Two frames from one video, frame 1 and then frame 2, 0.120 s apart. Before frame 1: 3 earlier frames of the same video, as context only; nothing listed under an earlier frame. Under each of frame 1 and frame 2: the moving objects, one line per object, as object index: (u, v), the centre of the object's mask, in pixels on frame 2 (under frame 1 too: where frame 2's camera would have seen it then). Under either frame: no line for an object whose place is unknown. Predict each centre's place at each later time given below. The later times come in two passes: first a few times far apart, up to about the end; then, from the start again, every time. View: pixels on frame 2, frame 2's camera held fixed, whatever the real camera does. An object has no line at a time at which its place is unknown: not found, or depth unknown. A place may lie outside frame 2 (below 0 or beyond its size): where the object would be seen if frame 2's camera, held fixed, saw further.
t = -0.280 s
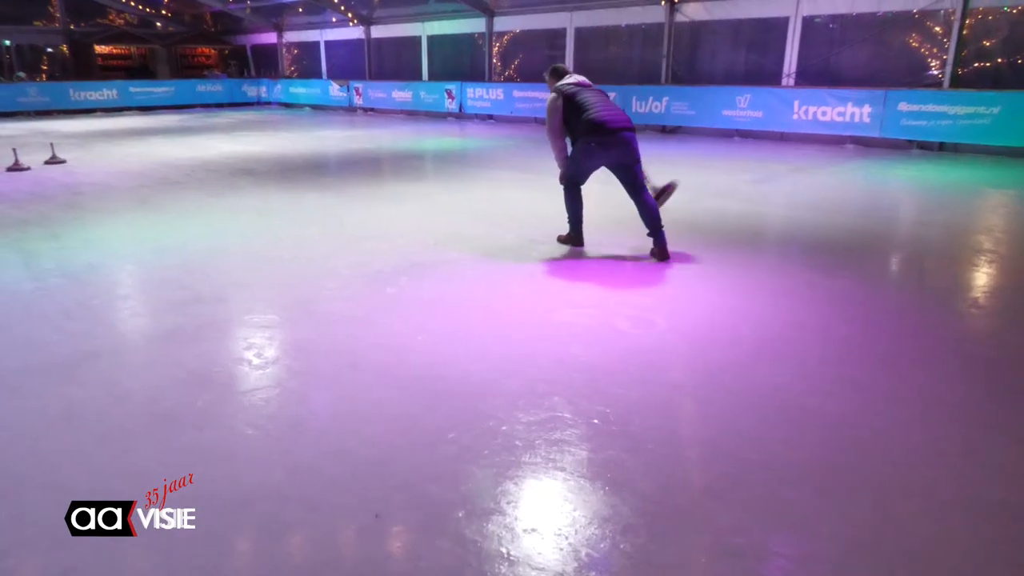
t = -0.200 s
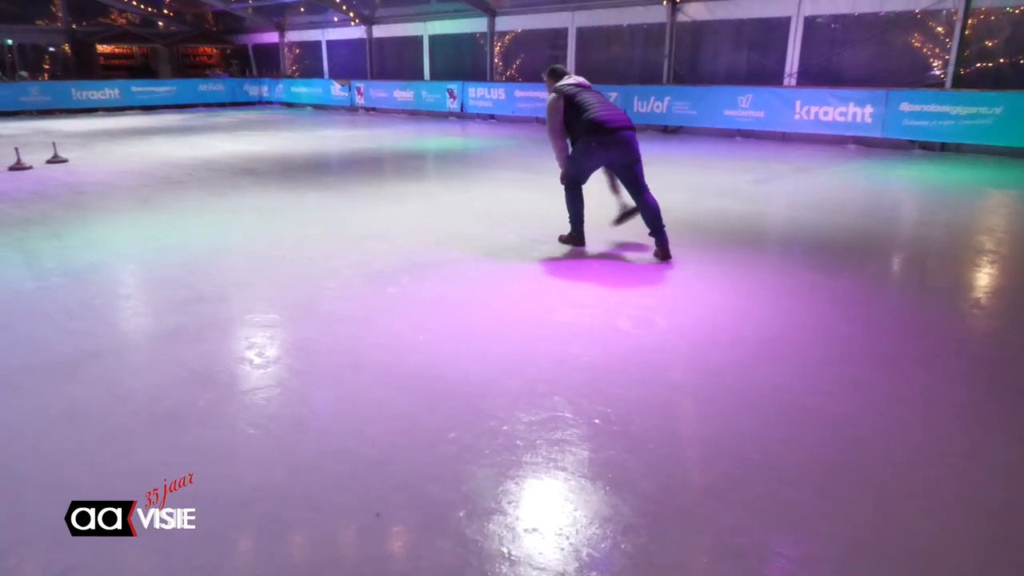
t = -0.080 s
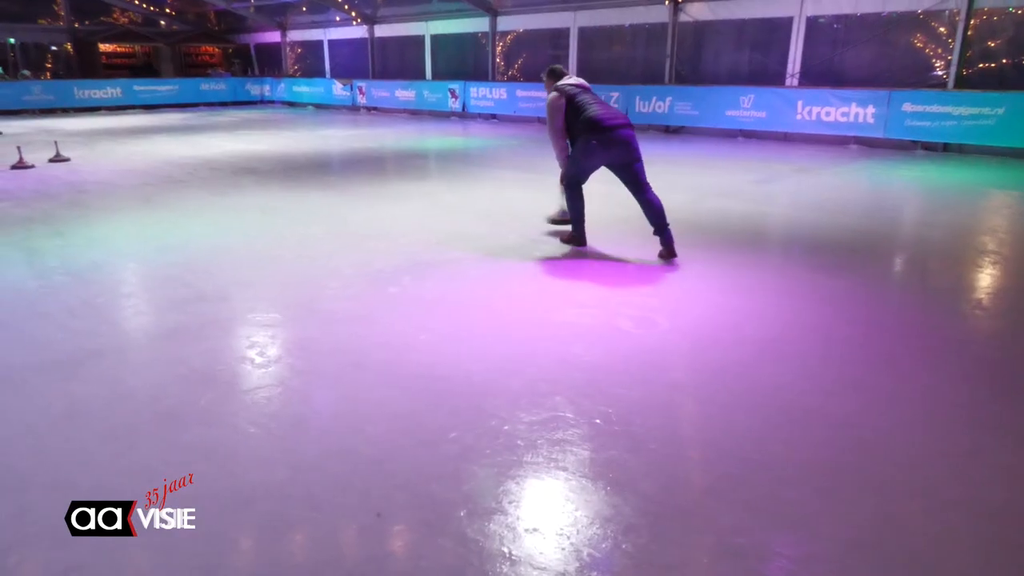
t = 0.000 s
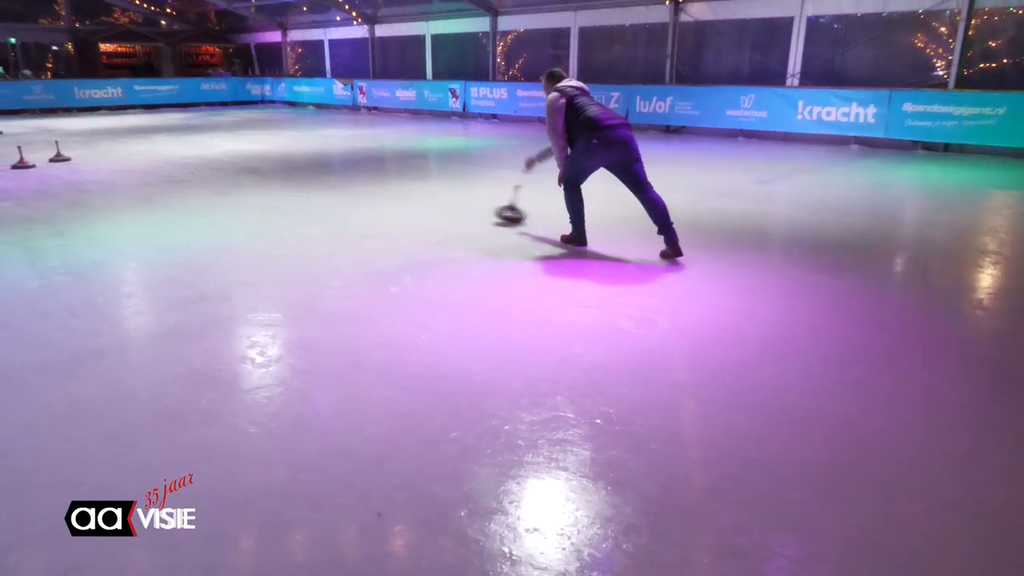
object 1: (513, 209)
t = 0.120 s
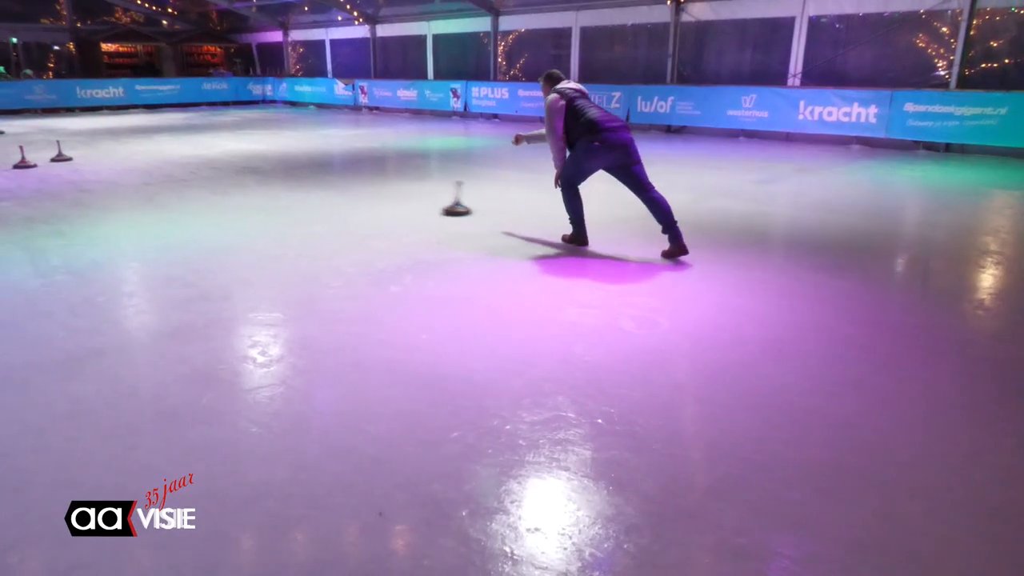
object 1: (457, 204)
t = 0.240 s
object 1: (410, 197)
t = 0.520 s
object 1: (317, 183)
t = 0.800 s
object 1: (252, 173)
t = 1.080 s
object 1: (198, 165)
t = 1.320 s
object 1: (163, 160)
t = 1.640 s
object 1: (123, 153)
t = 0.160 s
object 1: (441, 202)
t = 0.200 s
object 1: (425, 200)
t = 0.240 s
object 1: (410, 197)
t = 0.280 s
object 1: (396, 195)
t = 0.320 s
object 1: (382, 193)
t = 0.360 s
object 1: (369, 191)
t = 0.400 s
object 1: (357, 189)
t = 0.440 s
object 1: (339, 186)
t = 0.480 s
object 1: (328, 185)
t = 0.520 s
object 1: (317, 183)
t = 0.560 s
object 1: (307, 182)
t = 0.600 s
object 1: (297, 180)
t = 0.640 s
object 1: (287, 178)
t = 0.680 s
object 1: (278, 177)
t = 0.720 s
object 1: (269, 175)
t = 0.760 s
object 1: (261, 174)
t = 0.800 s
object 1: (252, 173)
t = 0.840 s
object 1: (245, 172)
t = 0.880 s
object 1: (237, 171)
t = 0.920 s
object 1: (225, 169)
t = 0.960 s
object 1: (218, 168)
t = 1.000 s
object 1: (211, 167)
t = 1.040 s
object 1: (205, 166)
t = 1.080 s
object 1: (198, 165)
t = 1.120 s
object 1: (192, 164)
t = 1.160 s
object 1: (186, 163)
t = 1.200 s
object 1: (180, 162)
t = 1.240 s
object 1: (174, 161)
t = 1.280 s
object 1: (169, 160)
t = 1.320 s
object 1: (163, 160)
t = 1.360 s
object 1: (158, 159)
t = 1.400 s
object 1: (150, 157)
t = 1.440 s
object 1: (145, 157)
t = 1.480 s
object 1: (141, 156)
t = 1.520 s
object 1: (136, 155)
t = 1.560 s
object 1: (132, 154)
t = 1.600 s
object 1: (128, 153)
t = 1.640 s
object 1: (123, 153)
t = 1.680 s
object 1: (119, 152)
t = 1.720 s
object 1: (115, 151)
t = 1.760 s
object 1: (111, 151)
